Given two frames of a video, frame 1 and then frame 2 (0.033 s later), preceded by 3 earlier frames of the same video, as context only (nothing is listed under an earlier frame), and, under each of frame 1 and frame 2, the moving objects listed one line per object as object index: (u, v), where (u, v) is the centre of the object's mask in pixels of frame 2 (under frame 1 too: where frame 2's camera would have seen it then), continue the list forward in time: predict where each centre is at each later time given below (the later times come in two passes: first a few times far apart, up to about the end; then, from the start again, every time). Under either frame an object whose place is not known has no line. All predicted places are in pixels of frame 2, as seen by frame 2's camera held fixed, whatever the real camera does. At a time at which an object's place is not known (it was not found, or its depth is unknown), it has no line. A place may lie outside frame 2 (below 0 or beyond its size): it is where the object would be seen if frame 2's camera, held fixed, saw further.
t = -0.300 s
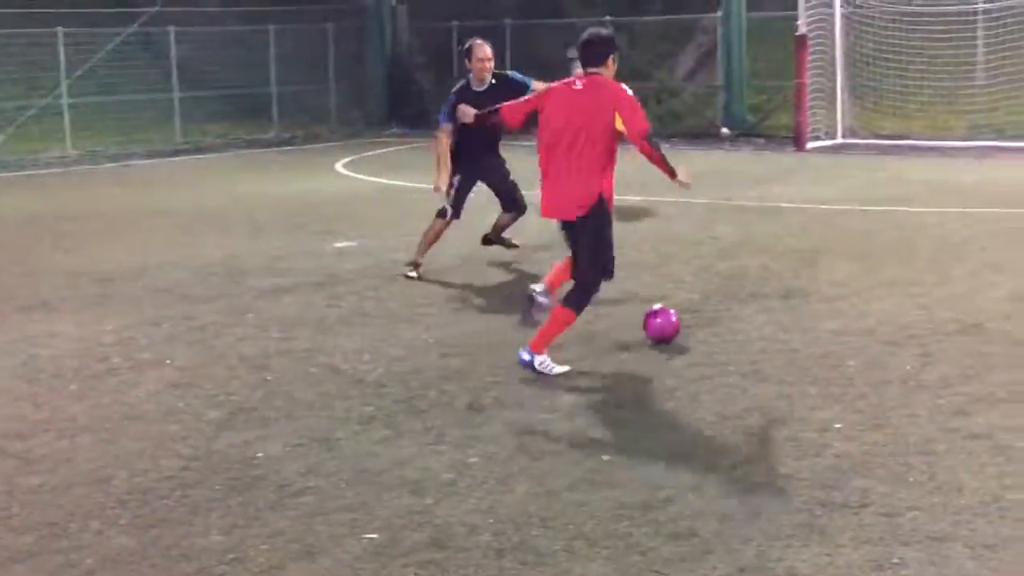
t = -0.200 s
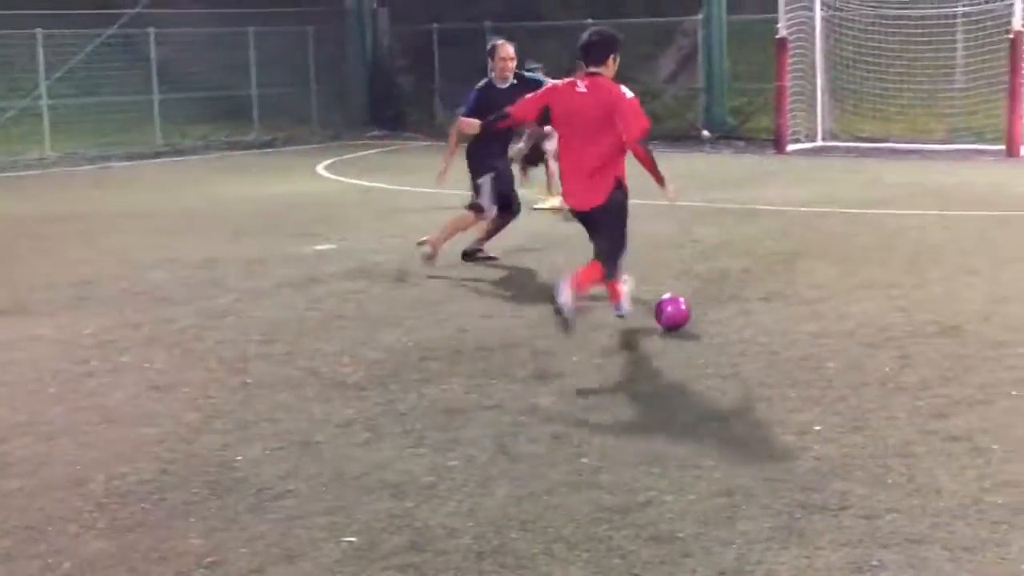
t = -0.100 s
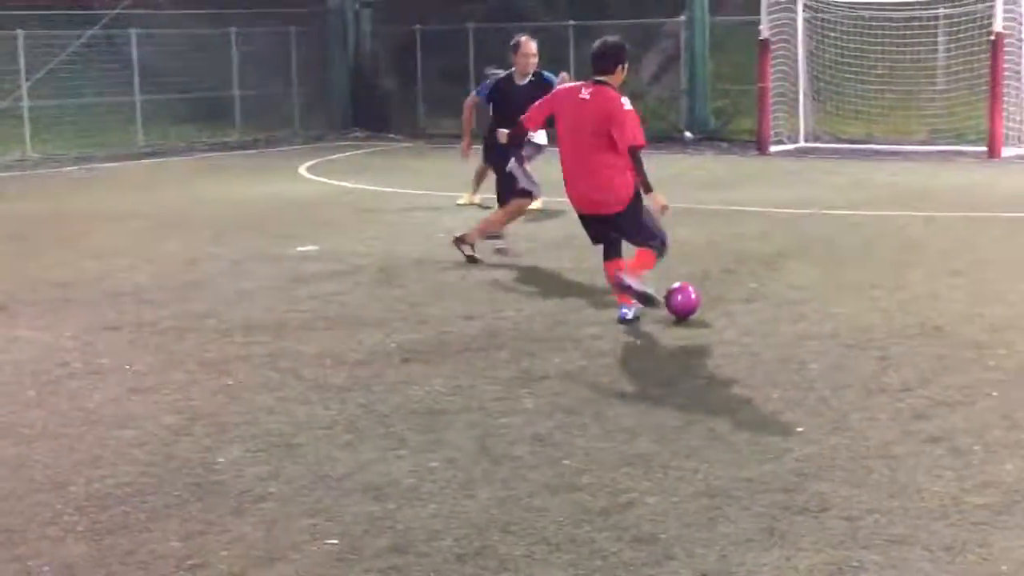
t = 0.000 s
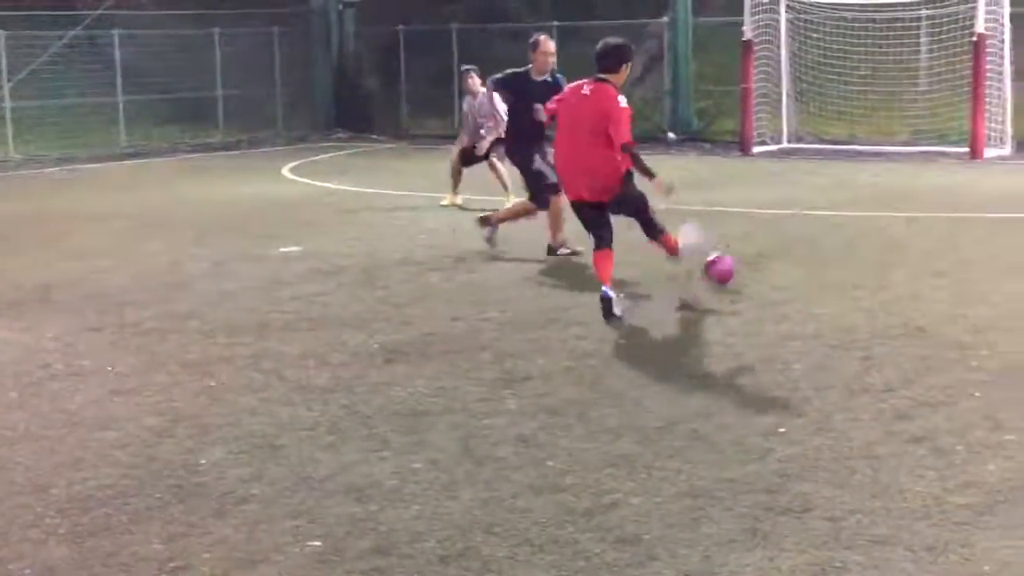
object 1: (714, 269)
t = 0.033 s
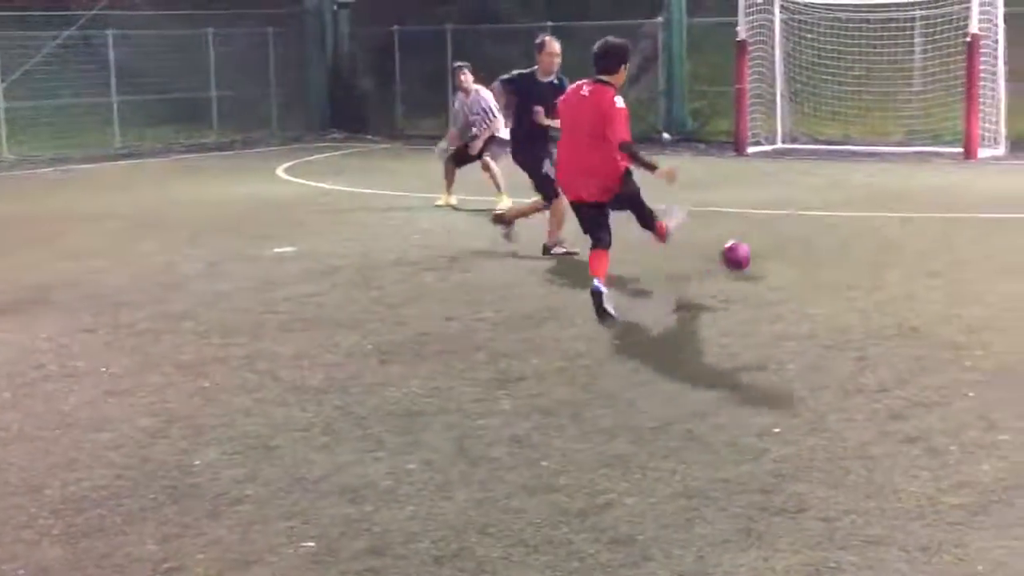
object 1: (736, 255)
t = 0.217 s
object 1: (816, 210)
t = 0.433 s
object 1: (864, 178)
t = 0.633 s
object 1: (890, 160)
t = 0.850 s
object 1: (908, 136)
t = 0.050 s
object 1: (746, 250)
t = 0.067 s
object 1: (755, 246)
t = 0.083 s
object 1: (764, 243)
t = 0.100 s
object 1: (771, 241)
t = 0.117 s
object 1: (779, 235)
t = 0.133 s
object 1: (786, 231)
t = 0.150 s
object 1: (793, 226)
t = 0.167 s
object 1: (800, 223)
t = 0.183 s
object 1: (805, 219)
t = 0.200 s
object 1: (810, 214)
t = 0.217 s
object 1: (816, 210)
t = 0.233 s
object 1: (821, 206)
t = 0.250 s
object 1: (826, 203)
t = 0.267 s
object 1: (830, 200)
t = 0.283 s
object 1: (835, 198)
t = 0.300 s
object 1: (839, 196)
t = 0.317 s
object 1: (842, 194)
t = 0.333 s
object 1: (846, 191)
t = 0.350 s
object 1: (849, 188)
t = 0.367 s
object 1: (852, 185)
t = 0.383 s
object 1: (855, 183)
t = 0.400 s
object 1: (858, 181)
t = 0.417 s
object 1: (861, 180)
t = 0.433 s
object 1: (864, 178)
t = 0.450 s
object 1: (867, 176)
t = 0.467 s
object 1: (869, 173)
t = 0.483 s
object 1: (871, 172)
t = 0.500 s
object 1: (874, 170)
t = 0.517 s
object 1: (876, 169)
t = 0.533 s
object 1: (878, 168)
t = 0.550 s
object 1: (880, 167)
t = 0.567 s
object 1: (882, 164)
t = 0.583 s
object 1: (884, 162)
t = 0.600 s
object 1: (886, 161)
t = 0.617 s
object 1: (888, 160)
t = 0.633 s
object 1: (890, 160)
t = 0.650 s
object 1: (891, 159)
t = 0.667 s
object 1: (893, 158)
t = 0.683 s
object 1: (895, 157)
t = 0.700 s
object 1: (896, 155)
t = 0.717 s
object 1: (897, 154)
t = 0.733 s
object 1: (899, 152)
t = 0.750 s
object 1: (900, 152)
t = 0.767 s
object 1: (901, 152)
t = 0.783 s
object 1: (903, 150)
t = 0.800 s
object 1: (904, 149)
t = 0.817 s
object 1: (906, 149)
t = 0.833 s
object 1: (907, 144)
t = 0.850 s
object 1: (908, 136)
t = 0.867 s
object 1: (908, 126)
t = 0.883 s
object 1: (908, 116)
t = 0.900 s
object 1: (910, 108)
